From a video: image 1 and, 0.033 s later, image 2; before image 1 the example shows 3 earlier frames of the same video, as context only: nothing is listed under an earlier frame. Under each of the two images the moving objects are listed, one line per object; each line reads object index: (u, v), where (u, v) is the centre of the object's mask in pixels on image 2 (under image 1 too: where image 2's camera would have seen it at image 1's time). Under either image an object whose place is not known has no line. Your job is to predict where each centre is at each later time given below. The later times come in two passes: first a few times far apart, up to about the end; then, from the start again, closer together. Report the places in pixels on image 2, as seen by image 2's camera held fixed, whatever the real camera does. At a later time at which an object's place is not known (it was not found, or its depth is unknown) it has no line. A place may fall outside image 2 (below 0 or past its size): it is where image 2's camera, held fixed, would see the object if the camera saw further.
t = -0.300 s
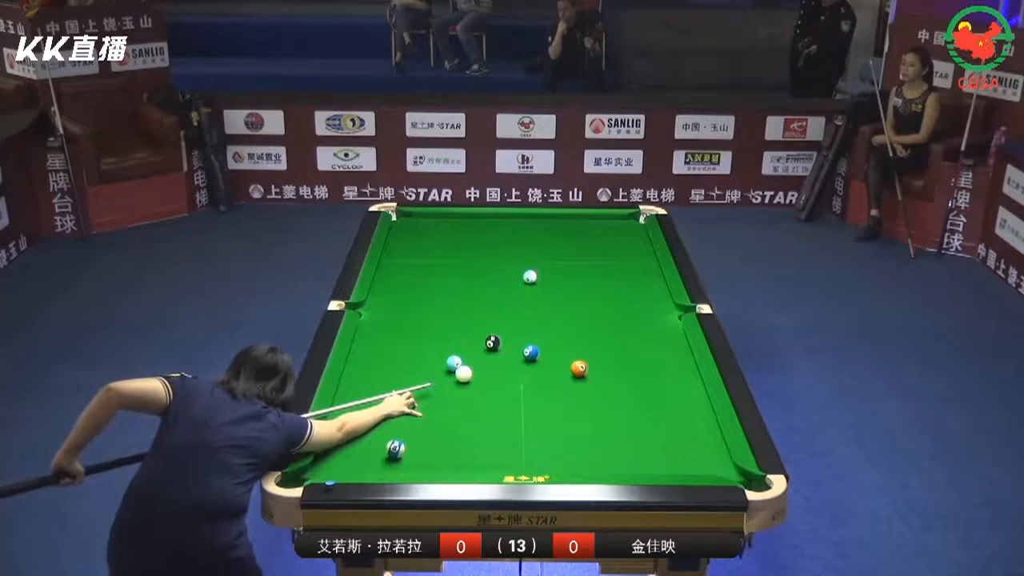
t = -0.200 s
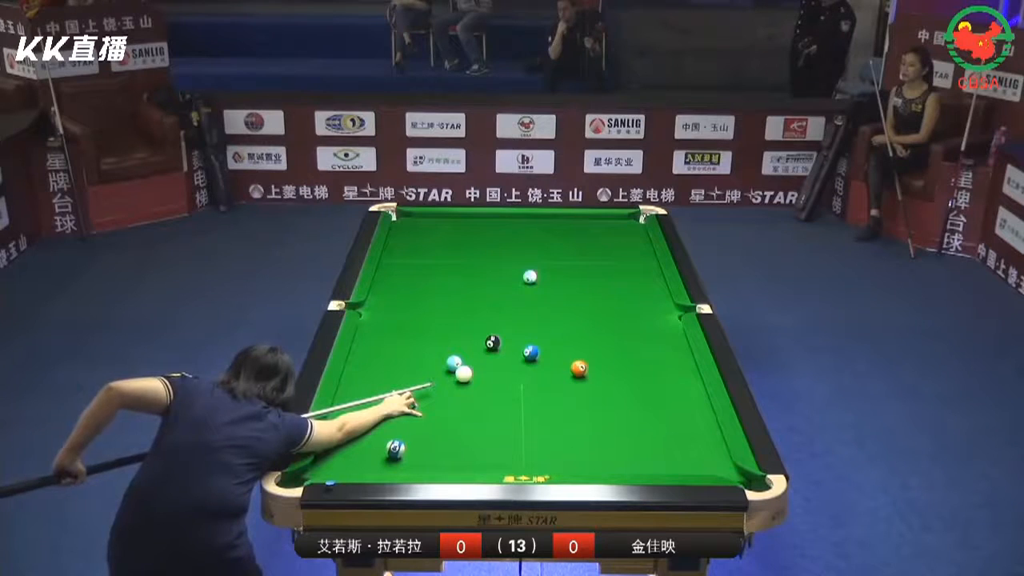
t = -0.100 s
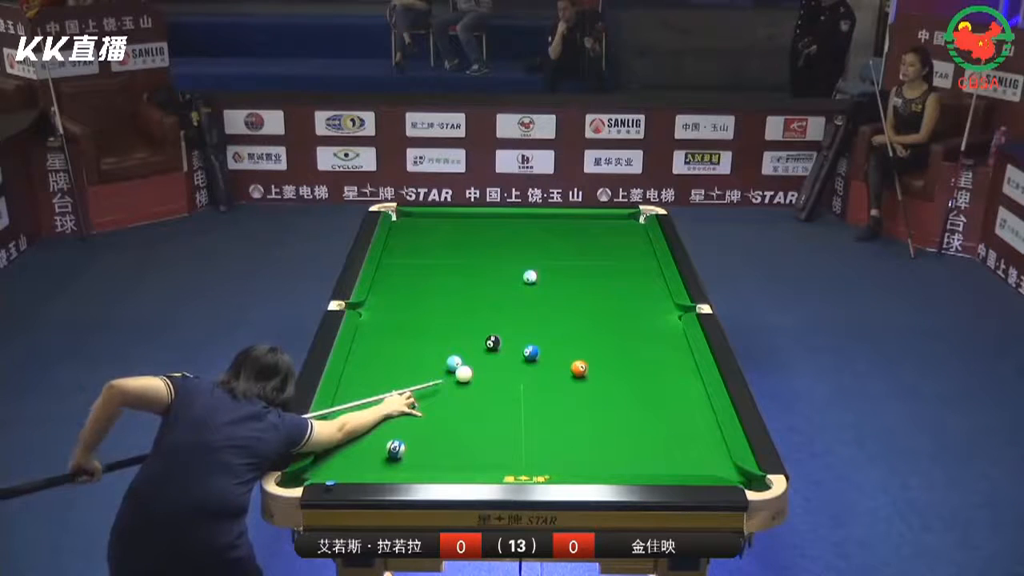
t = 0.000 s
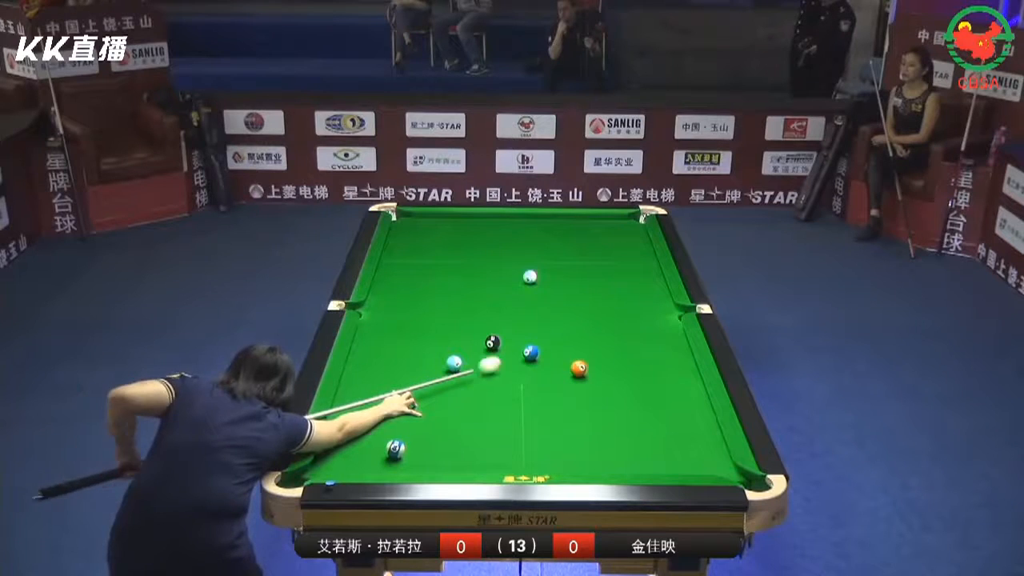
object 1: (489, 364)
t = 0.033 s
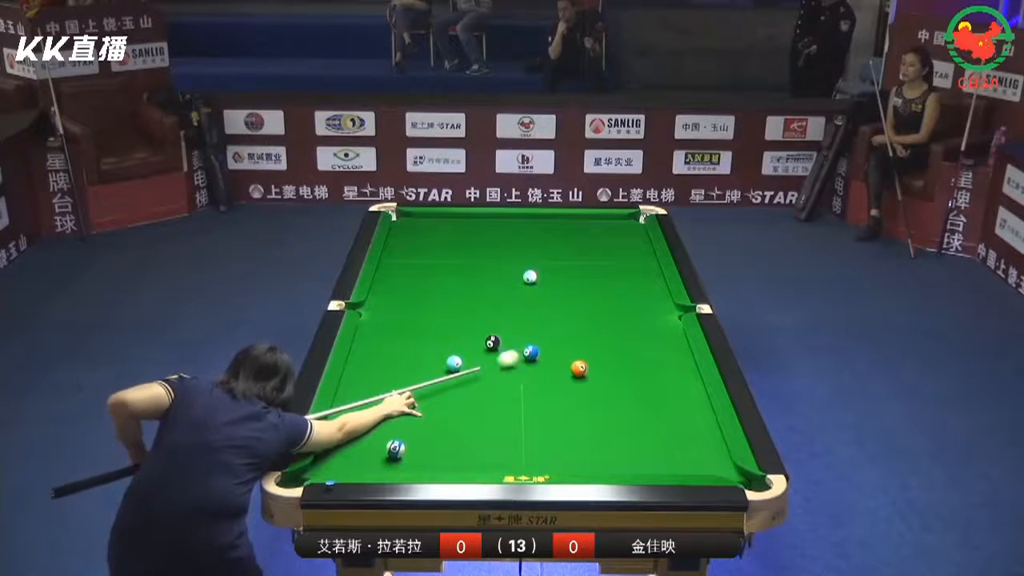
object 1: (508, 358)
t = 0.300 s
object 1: (519, 351)
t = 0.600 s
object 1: (521, 346)
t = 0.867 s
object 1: (522, 342)
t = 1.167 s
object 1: (524, 338)
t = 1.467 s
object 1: (524, 336)
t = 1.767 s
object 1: (524, 334)
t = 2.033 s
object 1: (525, 333)
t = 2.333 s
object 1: (525, 333)
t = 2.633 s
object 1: (525, 333)
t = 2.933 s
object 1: (525, 333)
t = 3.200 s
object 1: (525, 333)
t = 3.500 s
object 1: (525, 333)
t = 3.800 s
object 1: (525, 333)
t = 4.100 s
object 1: (525, 333)
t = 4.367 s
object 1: (525, 333)
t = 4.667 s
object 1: (525, 333)
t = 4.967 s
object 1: (525, 333)
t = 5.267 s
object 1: (525, 333)
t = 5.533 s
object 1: (525, 333)
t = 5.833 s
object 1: (525, 333)
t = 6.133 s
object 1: (525, 333)
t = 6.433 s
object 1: (525, 333)
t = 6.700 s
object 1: (525, 333)
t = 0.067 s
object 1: (516, 356)
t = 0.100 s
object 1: (517, 355)
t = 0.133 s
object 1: (517, 354)
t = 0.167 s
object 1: (518, 353)
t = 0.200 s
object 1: (518, 353)
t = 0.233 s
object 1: (518, 352)
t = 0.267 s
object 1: (518, 352)
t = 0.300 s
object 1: (519, 351)
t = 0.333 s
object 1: (519, 350)
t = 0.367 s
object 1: (519, 350)
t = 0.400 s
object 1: (520, 349)
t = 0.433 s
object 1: (520, 348)
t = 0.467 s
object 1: (520, 348)
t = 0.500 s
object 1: (520, 347)
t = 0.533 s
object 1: (521, 347)
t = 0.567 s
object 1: (521, 346)
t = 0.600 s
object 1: (521, 346)
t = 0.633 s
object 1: (521, 345)
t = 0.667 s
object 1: (521, 345)
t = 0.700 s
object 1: (521, 344)
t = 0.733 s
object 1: (522, 344)
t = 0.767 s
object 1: (522, 343)
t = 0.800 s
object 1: (522, 343)
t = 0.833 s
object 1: (522, 342)
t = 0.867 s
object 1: (522, 342)
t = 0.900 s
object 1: (523, 341)
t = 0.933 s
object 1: (523, 341)
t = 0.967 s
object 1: (523, 340)
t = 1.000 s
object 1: (523, 340)
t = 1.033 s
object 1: (523, 340)
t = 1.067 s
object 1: (523, 339)
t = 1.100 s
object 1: (523, 339)
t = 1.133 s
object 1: (524, 339)
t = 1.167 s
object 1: (524, 338)
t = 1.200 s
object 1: (524, 338)
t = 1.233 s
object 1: (524, 338)
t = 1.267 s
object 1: (524, 337)
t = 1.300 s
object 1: (524, 337)
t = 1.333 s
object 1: (524, 337)
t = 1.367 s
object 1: (524, 337)
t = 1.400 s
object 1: (524, 337)
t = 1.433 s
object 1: (524, 336)
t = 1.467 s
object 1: (524, 336)
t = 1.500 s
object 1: (524, 336)
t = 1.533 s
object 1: (524, 335)
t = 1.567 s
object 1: (524, 335)
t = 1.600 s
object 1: (524, 335)
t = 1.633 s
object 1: (524, 335)
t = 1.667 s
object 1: (524, 334)
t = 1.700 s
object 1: (524, 334)
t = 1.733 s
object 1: (524, 334)
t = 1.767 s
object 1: (524, 334)
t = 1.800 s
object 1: (524, 334)
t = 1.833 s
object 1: (524, 334)
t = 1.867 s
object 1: (525, 334)
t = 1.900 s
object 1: (525, 334)
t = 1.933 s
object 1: (525, 334)
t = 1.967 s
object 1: (525, 333)
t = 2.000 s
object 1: (525, 333)
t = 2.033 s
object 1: (525, 333)
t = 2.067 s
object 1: (525, 333)
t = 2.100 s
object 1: (525, 333)
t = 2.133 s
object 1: (525, 333)
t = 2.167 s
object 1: (525, 333)
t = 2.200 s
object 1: (525, 333)
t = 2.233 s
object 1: (525, 333)
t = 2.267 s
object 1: (525, 333)
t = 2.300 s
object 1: (525, 333)
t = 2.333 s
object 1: (525, 333)
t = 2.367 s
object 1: (525, 333)
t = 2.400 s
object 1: (525, 333)
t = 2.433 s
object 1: (525, 333)
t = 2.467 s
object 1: (525, 333)
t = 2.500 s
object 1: (525, 333)
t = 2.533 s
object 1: (525, 333)
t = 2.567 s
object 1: (525, 333)
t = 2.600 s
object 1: (525, 333)
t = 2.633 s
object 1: (525, 333)
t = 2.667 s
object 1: (525, 333)
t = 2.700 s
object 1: (525, 333)
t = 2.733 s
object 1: (525, 333)
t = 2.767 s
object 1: (525, 333)
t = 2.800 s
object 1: (525, 333)
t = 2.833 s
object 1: (525, 333)
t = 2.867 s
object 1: (525, 333)
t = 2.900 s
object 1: (525, 333)
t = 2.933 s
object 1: (525, 333)
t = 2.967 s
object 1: (525, 333)
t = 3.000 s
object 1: (525, 333)
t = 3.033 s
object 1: (525, 333)
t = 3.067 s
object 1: (525, 333)
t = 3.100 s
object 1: (525, 333)
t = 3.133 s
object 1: (525, 333)
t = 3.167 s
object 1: (525, 333)
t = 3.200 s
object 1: (525, 333)
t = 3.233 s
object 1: (525, 333)
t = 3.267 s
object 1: (525, 333)
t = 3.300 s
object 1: (525, 333)
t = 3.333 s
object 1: (525, 333)
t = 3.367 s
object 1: (525, 333)
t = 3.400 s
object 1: (525, 333)
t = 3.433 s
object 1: (525, 333)
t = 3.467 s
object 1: (525, 333)
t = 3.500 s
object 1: (525, 333)
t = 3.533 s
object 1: (525, 333)
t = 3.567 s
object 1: (525, 333)
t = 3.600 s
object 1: (525, 333)
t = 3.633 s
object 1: (525, 333)
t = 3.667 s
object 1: (525, 333)
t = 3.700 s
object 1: (525, 333)
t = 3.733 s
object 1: (525, 333)
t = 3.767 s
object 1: (525, 333)
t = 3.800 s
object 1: (525, 333)
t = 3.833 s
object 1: (525, 333)
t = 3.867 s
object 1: (525, 333)
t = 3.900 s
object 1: (525, 333)
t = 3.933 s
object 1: (525, 333)
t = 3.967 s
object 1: (525, 333)
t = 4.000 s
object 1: (525, 333)
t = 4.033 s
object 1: (525, 333)
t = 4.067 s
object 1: (525, 333)
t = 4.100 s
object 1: (525, 333)
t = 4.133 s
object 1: (525, 333)
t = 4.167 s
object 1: (525, 333)
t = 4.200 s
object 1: (525, 333)
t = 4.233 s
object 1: (525, 333)
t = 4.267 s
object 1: (525, 333)
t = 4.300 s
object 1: (525, 333)
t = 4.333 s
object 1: (525, 333)
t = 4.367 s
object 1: (525, 333)
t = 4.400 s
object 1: (525, 333)
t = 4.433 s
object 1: (525, 333)
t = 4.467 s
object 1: (525, 333)
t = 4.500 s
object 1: (525, 333)
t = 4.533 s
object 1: (525, 333)
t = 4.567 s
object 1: (525, 333)
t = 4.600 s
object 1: (525, 333)
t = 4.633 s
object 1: (525, 333)
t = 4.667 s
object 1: (525, 333)
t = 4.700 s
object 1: (525, 333)
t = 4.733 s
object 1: (525, 333)
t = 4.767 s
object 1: (525, 333)
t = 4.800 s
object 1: (525, 333)
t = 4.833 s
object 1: (525, 333)
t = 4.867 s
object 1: (525, 333)
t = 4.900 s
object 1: (525, 333)
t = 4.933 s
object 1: (525, 333)
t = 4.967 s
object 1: (525, 333)
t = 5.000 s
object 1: (525, 333)
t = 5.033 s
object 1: (525, 333)
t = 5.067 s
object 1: (525, 333)
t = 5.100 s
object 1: (525, 333)
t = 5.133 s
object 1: (525, 333)
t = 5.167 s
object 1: (525, 333)
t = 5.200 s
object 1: (525, 333)
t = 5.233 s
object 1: (525, 333)
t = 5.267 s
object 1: (525, 333)
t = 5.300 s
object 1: (525, 333)
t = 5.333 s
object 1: (525, 333)
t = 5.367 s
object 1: (525, 333)
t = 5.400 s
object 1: (525, 333)
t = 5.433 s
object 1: (525, 333)
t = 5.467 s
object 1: (525, 333)
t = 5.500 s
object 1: (525, 333)
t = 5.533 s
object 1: (525, 333)
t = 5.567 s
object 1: (525, 333)
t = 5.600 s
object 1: (525, 333)
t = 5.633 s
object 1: (525, 333)
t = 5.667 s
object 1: (525, 333)
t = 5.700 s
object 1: (525, 333)
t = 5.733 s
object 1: (525, 333)
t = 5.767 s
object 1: (525, 333)
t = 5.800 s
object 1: (525, 333)
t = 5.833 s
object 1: (525, 333)
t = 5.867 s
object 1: (525, 333)
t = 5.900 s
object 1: (525, 333)
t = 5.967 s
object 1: (525, 333)
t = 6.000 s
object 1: (525, 333)
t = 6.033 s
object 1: (525, 333)
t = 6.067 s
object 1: (525, 333)
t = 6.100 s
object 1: (525, 333)
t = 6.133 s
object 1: (525, 333)
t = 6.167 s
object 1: (525, 333)
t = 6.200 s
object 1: (525, 333)
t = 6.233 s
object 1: (525, 333)
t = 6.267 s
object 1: (525, 333)
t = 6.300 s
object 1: (525, 333)
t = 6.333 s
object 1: (525, 333)
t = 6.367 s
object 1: (525, 333)
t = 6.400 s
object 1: (525, 333)
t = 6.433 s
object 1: (525, 333)
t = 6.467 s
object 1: (525, 333)
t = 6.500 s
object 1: (525, 333)
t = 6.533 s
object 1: (525, 333)
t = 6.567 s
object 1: (525, 333)
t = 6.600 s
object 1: (525, 333)
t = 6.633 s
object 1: (525, 333)
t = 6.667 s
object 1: (525, 333)
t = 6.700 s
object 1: (525, 333)
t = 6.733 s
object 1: (525, 333)
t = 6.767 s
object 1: (525, 333)
